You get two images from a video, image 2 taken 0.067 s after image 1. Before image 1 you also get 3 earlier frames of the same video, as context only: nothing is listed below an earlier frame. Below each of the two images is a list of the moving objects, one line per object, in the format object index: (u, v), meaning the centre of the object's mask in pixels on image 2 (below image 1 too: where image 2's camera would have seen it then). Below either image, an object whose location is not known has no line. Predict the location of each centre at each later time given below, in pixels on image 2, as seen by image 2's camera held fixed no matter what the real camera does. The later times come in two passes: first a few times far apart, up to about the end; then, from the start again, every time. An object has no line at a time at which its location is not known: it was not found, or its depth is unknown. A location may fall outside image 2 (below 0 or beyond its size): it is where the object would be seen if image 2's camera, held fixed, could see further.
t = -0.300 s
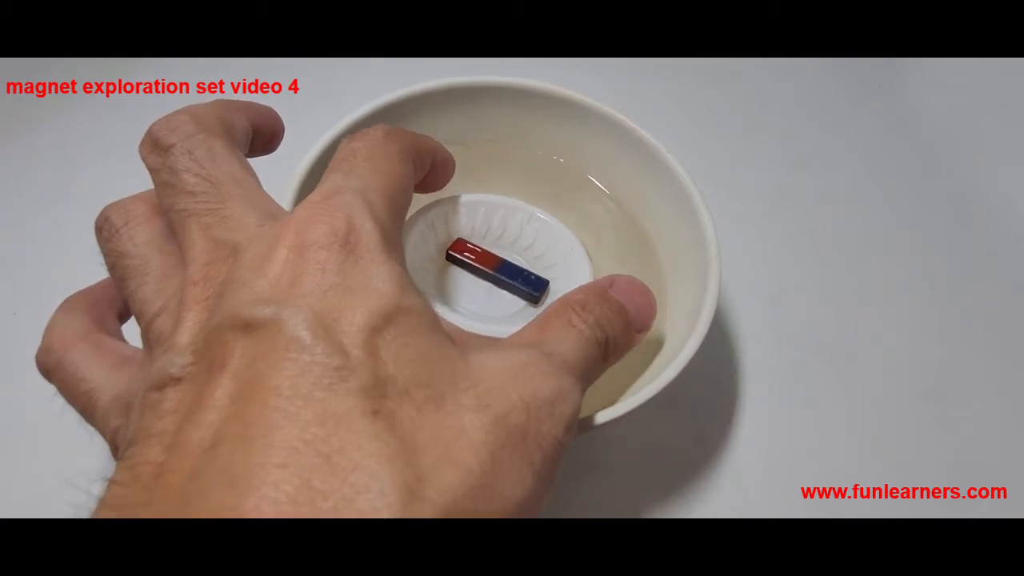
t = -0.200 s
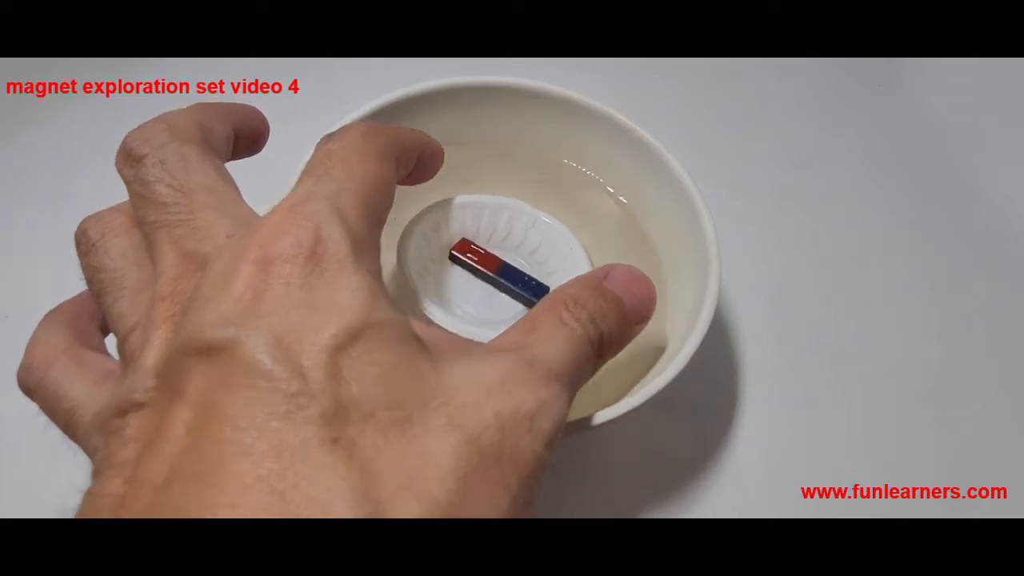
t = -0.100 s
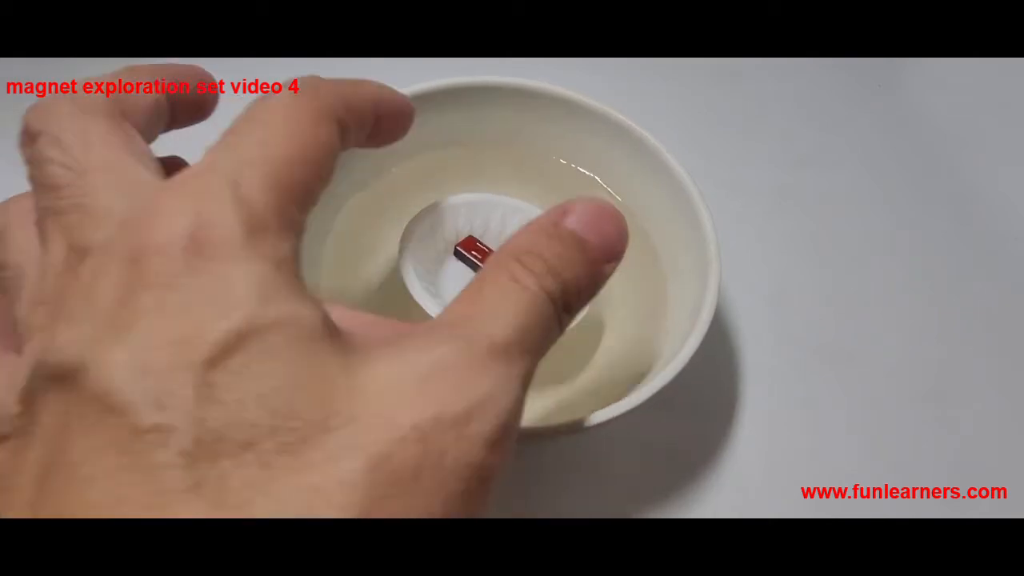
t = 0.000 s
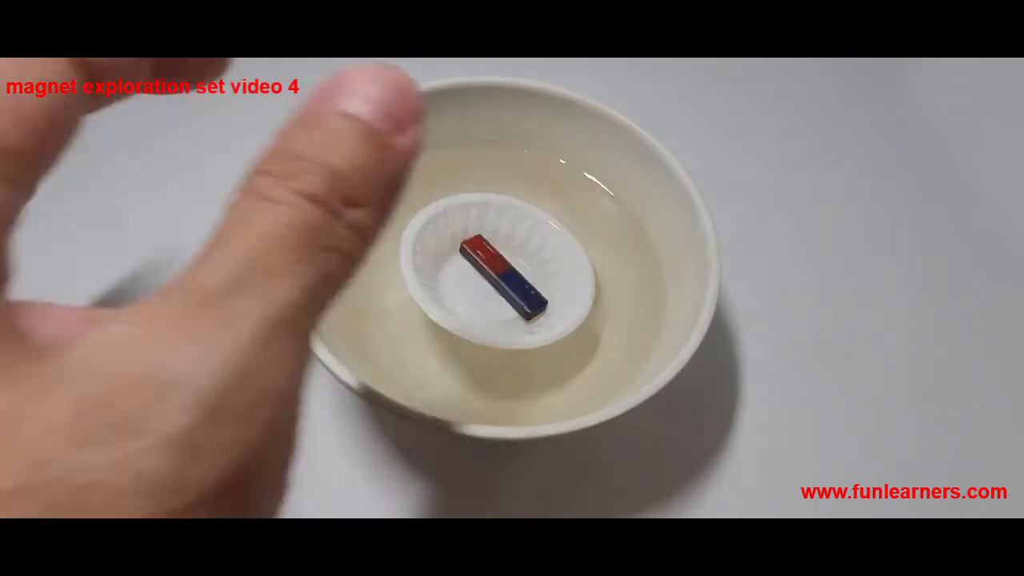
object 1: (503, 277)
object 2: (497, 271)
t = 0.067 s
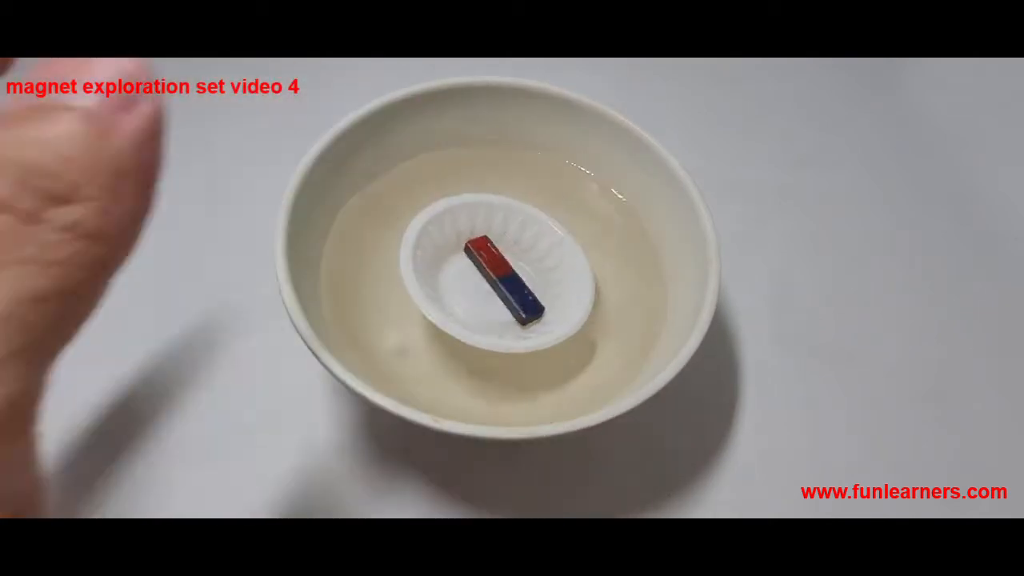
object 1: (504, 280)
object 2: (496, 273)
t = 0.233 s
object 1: (507, 282)
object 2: (498, 272)
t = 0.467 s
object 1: (508, 284)
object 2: (500, 271)
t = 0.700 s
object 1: (509, 286)
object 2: (505, 271)
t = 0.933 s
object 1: (510, 288)
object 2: (509, 272)
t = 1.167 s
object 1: (511, 289)
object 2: (510, 274)
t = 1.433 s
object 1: (511, 291)
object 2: (510, 276)
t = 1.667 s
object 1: (510, 293)
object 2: (508, 278)
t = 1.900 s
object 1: (510, 297)
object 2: (506, 282)
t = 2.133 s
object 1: (510, 299)
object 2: (504, 285)
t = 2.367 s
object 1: (510, 302)
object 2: (503, 289)
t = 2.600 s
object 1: (510, 303)
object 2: (502, 291)
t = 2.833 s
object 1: (509, 305)
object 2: (502, 293)
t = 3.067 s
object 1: (508, 307)
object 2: (501, 294)
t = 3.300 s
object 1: (506, 307)
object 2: (500, 294)
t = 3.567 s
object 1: (504, 308)
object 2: (499, 294)
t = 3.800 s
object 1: (503, 308)
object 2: (498, 294)
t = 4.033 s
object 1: (501, 309)
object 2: (496, 295)
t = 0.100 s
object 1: (505, 281)
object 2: (497, 274)
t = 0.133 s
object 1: (506, 281)
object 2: (498, 273)
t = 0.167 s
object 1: (507, 281)
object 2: (498, 272)
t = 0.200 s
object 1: (507, 281)
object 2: (498, 272)
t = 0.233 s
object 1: (507, 282)
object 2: (498, 272)
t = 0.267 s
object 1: (507, 283)
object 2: (498, 273)
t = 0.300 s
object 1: (508, 283)
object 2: (498, 273)
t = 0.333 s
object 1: (508, 284)
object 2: (499, 272)
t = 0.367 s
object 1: (508, 283)
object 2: (500, 271)
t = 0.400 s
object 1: (508, 283)
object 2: (500, 271)
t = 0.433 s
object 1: (508, 283)
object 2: (500, 270)
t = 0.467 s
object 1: (508, 284)
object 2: (500, 271)
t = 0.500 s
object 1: (508, 286)
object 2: (501, 272)
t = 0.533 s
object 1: (509, 287)
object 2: (502, 273)
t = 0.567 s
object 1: (509, 287)
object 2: (503, 273)
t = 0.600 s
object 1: (509, 287)
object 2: (504, 273)
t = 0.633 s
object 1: (509, 286)
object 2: (504, 272)
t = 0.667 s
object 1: (508, 286)
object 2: (504, 271)
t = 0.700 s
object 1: (509, 286)
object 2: (505, 271)
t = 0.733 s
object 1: (509, 286)
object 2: (506, 271)
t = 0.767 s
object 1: (510, 287)
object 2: (507, 272)
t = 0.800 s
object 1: (510, 287)
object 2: (507, 272)
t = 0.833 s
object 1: (510, 287)
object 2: (508, 272)
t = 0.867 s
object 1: (510, 287)
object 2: (508, 272)
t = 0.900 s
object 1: (510, 287)
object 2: (508, 272)
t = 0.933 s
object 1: (510, 288)
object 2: (509, 272)
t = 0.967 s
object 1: (511, 288)
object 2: (509, 273)
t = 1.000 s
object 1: (511, 289)
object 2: (510, 274)
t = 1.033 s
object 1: (511, 290)
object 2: (510, 274)
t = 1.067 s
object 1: (511, 290)
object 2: (510, 275)
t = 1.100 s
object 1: (511, 290)
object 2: (510, 275)
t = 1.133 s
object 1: (511, 289)
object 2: (510, 274)
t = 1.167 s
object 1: (511, 289)
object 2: (510, 274)
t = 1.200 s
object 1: (511, 289)
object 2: (510, 274)
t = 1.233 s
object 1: (511, 289)
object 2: (510, 274)
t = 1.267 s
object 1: (511, 290)
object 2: (510, 275)
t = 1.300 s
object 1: (511, 292)
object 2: (510, 276)
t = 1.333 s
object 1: (511, 292)
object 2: (510, 277)
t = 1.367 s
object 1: (511, 292)
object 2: (510, 277)
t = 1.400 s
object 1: (511, 291)
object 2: (510, 276)
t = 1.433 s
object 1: (511, 291)
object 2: (510, 276)
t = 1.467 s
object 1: (511, 292)
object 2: (510, 277)
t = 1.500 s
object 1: (511, 293)
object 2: (509, 278)
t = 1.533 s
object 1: (511, 294)
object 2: (509, 279)
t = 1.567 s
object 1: (511, 294)
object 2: (508, 279)
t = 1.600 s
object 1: (511, 293)
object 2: (508, 279)
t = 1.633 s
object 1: (511, 293)
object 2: (508, 278)
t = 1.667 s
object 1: (510, 293)
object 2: (508, 278)
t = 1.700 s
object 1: (510, 293)
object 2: (507, 279)
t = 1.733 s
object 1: (510, 295)
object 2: (507, 280)
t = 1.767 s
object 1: (510, 296)
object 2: (506, 282)
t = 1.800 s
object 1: (510, 297)
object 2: (506, 282)
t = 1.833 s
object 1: (510, 297)
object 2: (506, 283)
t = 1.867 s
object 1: (510, 297)
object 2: (506, 282)
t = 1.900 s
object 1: (510, 297)
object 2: (506, 282)
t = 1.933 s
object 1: (510, 297)
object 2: (506, 282)
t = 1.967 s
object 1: (510, 297)
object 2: (505, 284)
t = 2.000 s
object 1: (510, 298)
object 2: (505, 284)
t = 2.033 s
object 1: (510, 299)
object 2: (505, 285)
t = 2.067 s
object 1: (510, 299)
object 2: (505, 285)
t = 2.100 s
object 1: (510, 299)
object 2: (505, 285)
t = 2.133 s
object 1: (510, 299)
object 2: (504, 285)
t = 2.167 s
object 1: (510, 299)
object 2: (504, 286)
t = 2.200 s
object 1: (510, 300)
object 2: (503, 287)
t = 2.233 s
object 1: (510, 301)
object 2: (503, 288)
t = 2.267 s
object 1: (510, 302)
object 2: (503, 288)
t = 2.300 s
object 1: (510, 302)
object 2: (503, 289)
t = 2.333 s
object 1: (511, 302)
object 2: (503, 289)
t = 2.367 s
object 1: (510, 302)
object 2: (503, 289)
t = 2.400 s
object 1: (510, 302)
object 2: (503, 289)
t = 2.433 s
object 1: (510, 302)
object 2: (503, 289)
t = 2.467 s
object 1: (510, 302)
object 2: (503, 290)
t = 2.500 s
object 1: (510, 303)
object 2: (503, 290)
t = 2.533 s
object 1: (510, 303)
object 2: (503, 291)
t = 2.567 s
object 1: (510, 303)
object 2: (502, 291)
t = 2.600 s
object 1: (510, 303)
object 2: (502, 291)
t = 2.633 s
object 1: (510, 304)
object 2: (502, 291)
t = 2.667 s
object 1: (509, 304)
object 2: (502, 291)
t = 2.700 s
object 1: (510, 304)
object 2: (502, 292)
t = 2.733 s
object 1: (510, 305)
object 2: (502, 292)
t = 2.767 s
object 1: (510, 305)
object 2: (502, 293)
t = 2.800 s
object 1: (510, 305)
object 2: (502, 293)
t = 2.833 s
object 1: (509, 305)
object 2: (502, 293)
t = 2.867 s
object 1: (509, 305)
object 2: (501, 292)
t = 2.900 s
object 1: (509, 305)
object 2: (501, 292)
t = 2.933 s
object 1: (509, 305)
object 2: (501, 292)
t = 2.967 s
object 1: (509, 305)
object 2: (501, 292)
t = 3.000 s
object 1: (508, 306)
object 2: (501, 293)
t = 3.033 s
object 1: (508, 306)
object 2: (501, 294)
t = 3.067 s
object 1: (508, 307)
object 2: (501, 294)
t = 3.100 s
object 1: (507, 307)
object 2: (500, 294)
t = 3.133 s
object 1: (508, 306)
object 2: (501, 293)
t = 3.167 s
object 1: (507, 306)
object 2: (501, 293)
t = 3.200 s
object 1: (507, 306)
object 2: (501, 293)
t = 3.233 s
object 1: (507, 307)
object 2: (500, 293)
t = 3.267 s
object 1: (507, 307)
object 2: (500, 294)
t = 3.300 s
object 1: (506, 307)
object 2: (500, 294)
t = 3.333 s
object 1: (506, 307)
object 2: (500, 294)
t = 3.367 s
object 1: (506, 306)
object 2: (500, 293)
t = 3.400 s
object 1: (506, 306)
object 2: (500, 293)
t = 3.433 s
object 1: (505, 306)
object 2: (500, 293)
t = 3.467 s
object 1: (505, 307)
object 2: (499, 294)
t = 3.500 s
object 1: (505, 308)
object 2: (499, 294)
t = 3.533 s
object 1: (504, 308)
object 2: (499, 294)
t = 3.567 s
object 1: (504, 308)
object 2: (499, 294)
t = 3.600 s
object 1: (504, 308)
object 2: (499, 294)
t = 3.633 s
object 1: (504, 307)
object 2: (499, 294)
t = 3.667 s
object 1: (504, 307)
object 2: (498, 294)
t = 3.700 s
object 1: (503, 308)
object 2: (498, 294)
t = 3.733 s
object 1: (503, 308)
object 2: (498, 294)
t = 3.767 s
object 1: (503, 308)
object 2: (498, 294)
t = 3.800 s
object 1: (503, 308)
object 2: (498, 294)
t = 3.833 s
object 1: (502, 308)
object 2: (497, 294)
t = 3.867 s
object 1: (502, 308)
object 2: (497, 294)
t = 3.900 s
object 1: (502, 308)
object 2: (497, 294)
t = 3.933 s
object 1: (501, 308)
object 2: (496, 294)
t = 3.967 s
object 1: (501, 308)
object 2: (496, 294)
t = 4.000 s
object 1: (501, 309)
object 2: (496, 295)
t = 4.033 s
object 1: (501, 309)
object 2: (496, 295)
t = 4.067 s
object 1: (500, 309)
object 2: (496, 295)
